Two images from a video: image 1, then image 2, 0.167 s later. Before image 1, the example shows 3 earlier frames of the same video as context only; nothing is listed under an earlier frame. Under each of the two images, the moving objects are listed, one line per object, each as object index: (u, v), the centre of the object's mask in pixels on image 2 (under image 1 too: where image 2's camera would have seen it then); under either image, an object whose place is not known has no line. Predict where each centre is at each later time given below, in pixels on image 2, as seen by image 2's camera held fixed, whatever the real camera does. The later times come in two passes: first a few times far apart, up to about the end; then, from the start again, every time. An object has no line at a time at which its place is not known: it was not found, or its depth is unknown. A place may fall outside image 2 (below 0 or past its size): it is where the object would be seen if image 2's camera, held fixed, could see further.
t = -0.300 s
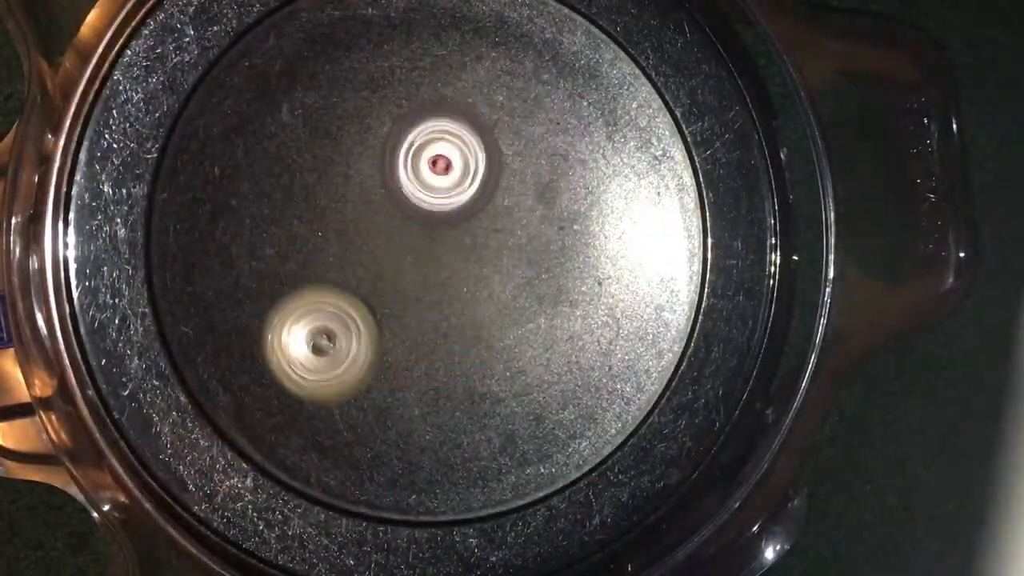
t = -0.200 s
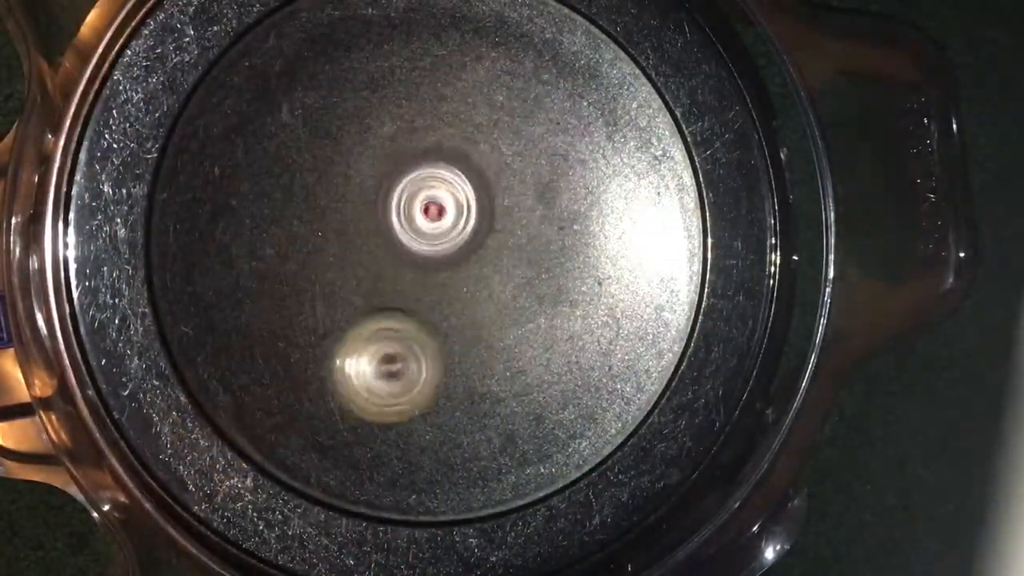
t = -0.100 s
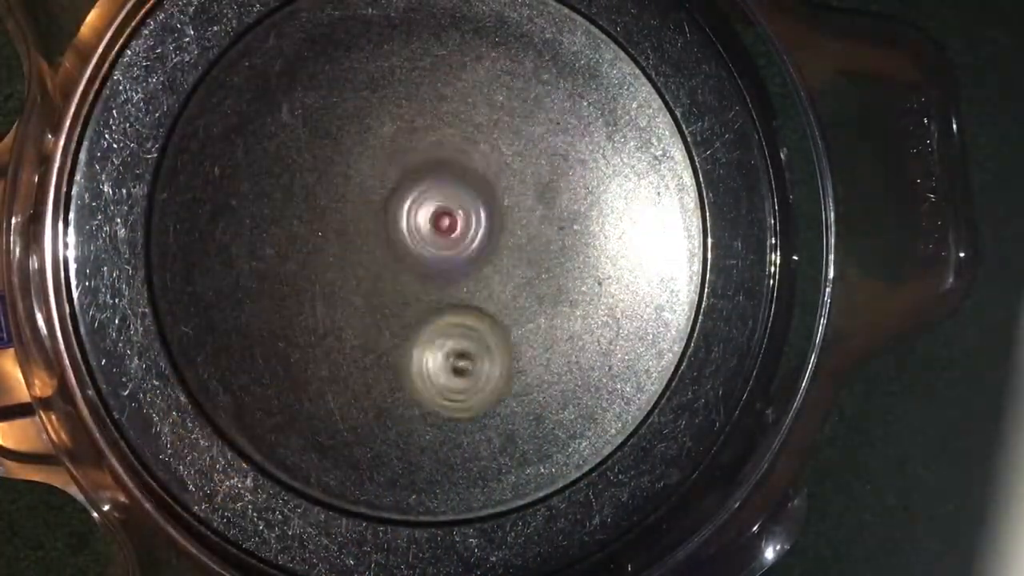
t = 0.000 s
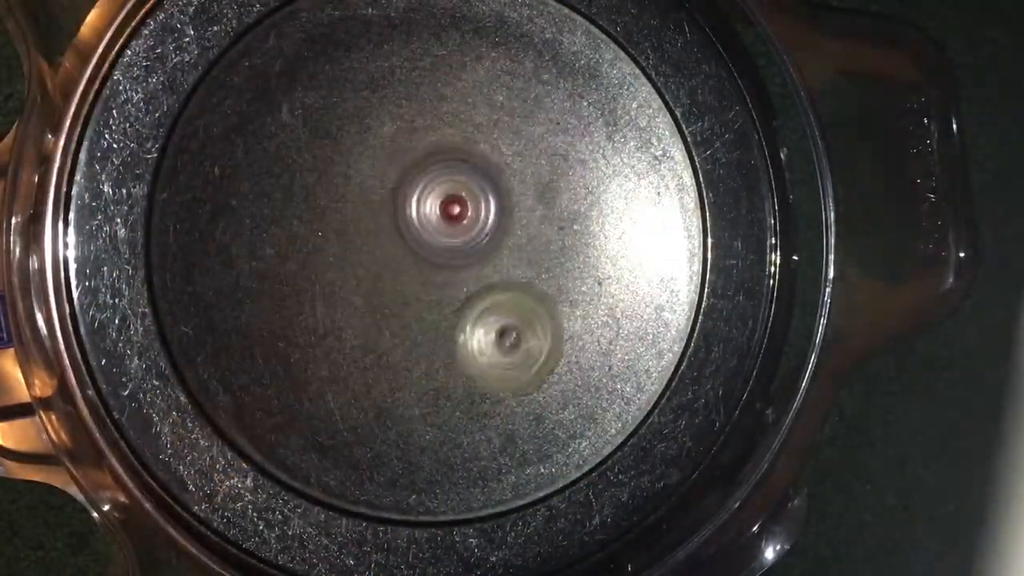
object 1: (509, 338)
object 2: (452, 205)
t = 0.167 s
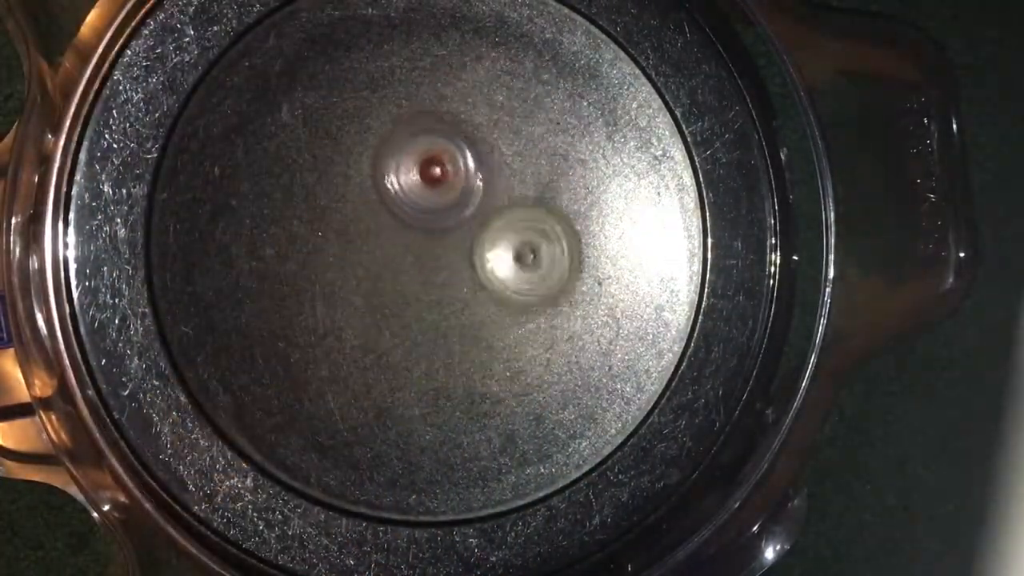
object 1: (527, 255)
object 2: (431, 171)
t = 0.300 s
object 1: (524, 225)
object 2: (357, 113)
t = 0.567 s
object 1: (421, 290)
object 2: (239, 115)
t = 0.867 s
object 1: (537, 337)
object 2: (273, 211)
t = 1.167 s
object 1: (447, 149)
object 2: (412, 277)
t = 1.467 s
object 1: (307, 271)
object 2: (532, 305)
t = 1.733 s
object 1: (464, 352)
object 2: (582, 280)
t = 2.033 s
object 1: (401, 283)
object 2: (605, 170)
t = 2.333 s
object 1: (371, 330)
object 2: (491, 160)
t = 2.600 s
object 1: (421, 328)
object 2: (428, 162)
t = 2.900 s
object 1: (433, 280)
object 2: (366, 162)
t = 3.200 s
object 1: (408, 288)
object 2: (323, 163)
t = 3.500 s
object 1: (437, 274)
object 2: (358, 177)
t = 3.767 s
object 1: (451, 252)
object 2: (386, 150)
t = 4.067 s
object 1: (444, 276)
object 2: (411, 134)
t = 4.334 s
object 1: (447, 294)
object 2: (446, 144)
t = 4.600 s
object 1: (445, 289)
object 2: (467, 169)
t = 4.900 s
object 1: (412, 295)
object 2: (481, 188)
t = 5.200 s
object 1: (390, 289)
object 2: (490, 221)
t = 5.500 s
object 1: (381, 256)
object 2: (503, 240)
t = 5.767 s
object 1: (375, 226)
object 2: (492, 255)
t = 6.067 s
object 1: (377, 219)
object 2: (481, 284)
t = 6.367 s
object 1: (408, 207)
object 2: (470, 314)
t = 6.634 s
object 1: (445, 200)
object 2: (446, 322)
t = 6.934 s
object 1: (464, 194)
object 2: (413, 306)
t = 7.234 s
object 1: (476, 206)
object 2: (374, 279)
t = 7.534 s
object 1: (485, 246)
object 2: (359, 254)
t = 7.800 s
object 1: (489, 269)
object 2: (370, 226)
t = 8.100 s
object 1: (457, 301)
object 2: (389, 195)
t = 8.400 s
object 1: (426, 322)
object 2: (429, 195)
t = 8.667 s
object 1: (411, 346)
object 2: (473, 193)
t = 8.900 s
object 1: (410, 299)
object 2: (499, 209)
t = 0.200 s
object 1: (522, 235)
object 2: (428, 165)
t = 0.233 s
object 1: (526, 232)
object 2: (402, 145)
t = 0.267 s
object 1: (527, 229)
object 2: (376, 123)
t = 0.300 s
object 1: (524, 225)
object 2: (357, 113)
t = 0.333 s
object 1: (514, 218)
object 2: (336, 105)
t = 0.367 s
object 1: (499, 215)
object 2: (320, 99)
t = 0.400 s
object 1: (481, 217)
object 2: (303, 95)
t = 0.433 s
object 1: (464, 225)
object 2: (286, 94)
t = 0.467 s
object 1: (448, 236)
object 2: (270, 97)
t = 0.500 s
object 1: (436, 253)
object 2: (257, 102)
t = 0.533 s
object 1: (425, 273)
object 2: (246, 108)
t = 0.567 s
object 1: (421, 290)
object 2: (239, 115)
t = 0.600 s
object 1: (420, 311)
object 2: (234, 122)
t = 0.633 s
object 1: (425, 331)
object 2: (230, 130)
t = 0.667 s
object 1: (434, 348)
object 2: (227, 140)
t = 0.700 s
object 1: (449, 361)
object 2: (228, 151)
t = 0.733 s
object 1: (466, 369)
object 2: (232, 164)
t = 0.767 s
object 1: (486, 371)
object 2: (239, 176)
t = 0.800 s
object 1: (506, 365)
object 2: (247, 189)
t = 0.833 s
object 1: (523, 354)
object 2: (259, 200)
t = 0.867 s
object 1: (537, 337)
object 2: (273, 211)
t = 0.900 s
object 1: (545, 313)
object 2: (289, 219)
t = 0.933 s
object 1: (545, 288)
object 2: (305, 228)
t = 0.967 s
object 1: (540, 263)
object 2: (323, 234)
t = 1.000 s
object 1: (530, 239)
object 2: (342, 242)
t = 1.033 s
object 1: (514, 214)
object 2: (360, 249)
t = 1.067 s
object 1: (491, 195)
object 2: (380, 253)
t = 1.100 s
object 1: (477, 176)
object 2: (391, 260)
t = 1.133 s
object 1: (462, 159)
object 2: (403, 271)
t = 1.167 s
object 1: (447, 149)
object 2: (412, 277)
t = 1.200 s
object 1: (424, 145)
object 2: (429, 286)
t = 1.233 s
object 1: (401, 147)
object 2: (442, 292)
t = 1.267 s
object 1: (380, 154)
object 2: (456, 298)
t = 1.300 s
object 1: (358, 167)
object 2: (470, 300)
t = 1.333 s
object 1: (339, 183)
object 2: (482, 304)
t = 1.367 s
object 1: (325, 201)
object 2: (495, 305)
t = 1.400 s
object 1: (313, 222)
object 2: (509, 305)
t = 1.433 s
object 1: (308, 245)
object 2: (521, 305)
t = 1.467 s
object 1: (307, 271)
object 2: (532, 305)
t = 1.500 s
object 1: (312, 296)
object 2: (542, 303)
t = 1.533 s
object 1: (323, 318)
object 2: (553, 302)
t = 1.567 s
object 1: (341, 338)
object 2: (560, 302)
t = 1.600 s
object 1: (364, 351)
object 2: (569, 299)
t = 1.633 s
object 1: (387, 359)
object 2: (575, 294)
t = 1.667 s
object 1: (414, 362)
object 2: (578, 291)
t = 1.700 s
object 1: (438, 359)
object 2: (581, 285)
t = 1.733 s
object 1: (464, 352)
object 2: (582, 280)
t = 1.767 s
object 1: (485, 342)
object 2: (582, 274)
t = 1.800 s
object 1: (482, 336)
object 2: (600, 257)
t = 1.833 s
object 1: (470, 332)
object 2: (617, 239)
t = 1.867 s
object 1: (460, 325)
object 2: (625, 223)
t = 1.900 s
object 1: (453, 314)
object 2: (626, 210)
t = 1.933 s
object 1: (442, 304)
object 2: (624, 198)
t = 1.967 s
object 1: (429, 296)
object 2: (619, 188)
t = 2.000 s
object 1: (415, 288)
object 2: (612, 177)
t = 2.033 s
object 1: (401, 283)
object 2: (605, 170)
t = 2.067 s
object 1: (386, 283)
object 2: (594, 162)
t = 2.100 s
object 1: (372, 285)
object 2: (585, 158)
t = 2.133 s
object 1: (361, 290)
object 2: (572, 153)
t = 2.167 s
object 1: (350, 298)
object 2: (561, 150)
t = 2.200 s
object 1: (346, 306)
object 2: (547, 151)
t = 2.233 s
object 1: (345, 317)
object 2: (534, 150)
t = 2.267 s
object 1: (350, 325)
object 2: (519, 153)
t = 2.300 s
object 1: (358, 329)
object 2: (506, 155)
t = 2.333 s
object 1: (371, 330)
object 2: (491, 160)
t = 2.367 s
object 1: (385, 327)
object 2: (477, 163)
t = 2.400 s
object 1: (398, 319)
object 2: (463, 167)
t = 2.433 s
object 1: (411, 307)
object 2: (446, 175)
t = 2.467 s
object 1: (417, 302)
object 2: (439, 173)
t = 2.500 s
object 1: (416, 312)
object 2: (435, 161)
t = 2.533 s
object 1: (416, 320)
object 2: (432, 157)
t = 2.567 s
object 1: (419, 325)
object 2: (432, 157)
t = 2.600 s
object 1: (421, 328)
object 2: (428, 162)
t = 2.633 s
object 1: (425, 330)
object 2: (424, 170)
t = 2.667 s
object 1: (430, 329)
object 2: (417, 173)
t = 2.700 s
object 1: (436, 325)
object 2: (411, 177)
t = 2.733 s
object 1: (439, 319)
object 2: (405, 177)
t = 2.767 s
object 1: (442, 310)
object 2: (398, 177)
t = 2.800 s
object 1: (442, 299)
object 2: (391, 178)
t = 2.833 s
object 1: (439, 285)
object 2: (384, 179)
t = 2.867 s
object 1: (435, 280)
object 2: (376, 171)
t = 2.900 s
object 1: (433, 280)
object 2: (366, 162)
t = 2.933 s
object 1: (429, 280)
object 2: (357, 158)
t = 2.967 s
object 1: (423, 280)
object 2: (349, 156)
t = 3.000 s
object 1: (418, 280)
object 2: (342, 154)
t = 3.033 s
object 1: (414, 281)
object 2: (335, 153)
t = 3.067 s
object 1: (411, 283)
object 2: (330, 153)
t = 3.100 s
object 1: (409, 284)
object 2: (325, 155)
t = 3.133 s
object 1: (408, 286)
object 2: (324, 156)
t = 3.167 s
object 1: (407, 287)
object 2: (323, 159)
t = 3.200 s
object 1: (408, 288)
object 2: (323, 163)
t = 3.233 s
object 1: (410, 288)
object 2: (325, 167)
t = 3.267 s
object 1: (413, 286)
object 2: (328, 171)
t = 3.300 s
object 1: (415, 284)
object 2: (331, 176)
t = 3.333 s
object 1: (417, 280)
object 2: (338, 181)
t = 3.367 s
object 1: (420, 277)
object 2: (344, 183)
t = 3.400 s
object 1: (424, 278)
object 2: (348, 181)
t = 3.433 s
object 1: (429, 278)
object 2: (350, 179)
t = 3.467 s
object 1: (434, 277)
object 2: (353, 178)
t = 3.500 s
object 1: (437, 274)
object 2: (358, 177)
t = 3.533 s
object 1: (441, 269)
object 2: (363, 177)
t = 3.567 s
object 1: (445, 268)
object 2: (369, 173)
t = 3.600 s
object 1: (448, 266)
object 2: (372, 169)
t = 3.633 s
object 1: (450, 262)
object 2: (375, 165)
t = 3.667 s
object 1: (451, 258)
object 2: (378, 161)
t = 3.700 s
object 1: (452, 256)
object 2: (382, 157)
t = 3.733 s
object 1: (452, 253)
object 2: (383, 153)
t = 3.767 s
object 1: (451, 252)
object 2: (386, 150)
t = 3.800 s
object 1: (448, 250)
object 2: (389, 147)
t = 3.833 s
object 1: (446, 252)
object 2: (391, 142)
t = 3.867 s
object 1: (443, 255)
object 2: (393, 137)
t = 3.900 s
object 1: (441, 260)
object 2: (398, 134)
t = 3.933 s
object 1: (440, 263)
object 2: (400, 131)
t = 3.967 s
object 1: (439, 268)
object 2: (402, 130)
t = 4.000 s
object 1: (440, 272)
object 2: (404, 130)
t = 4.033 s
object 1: (442, 274)
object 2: (407, 131)
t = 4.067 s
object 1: (444, 276)
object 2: (411, 134)
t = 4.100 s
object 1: (446, 276)
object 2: (416, 137)
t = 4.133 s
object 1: (448, 276)
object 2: (418, 140)
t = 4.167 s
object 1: (449, 274)
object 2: (425, 145)
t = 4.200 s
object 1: (450, 273)
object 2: (428, 150)
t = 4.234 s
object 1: (449, 275)
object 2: (433, 150)
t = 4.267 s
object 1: (448, 284)
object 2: (439, 146)
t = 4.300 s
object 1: (446, 290)
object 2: (443, 144)
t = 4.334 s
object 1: (447, 294)
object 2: (446, 144)
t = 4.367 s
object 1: (447, 297)
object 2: (448, 144)
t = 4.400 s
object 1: (449, 299)
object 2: (451, 145)
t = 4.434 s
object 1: (451, 300)
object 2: (454, 148)
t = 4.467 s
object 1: (452, 299)
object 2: (456, 151)
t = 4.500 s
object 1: (453, 297)
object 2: (458, 156)
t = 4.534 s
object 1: (452, 293)
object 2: (461, 161)
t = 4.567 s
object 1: (451, 289)
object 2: (464, 166)
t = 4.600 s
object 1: (445, 289)
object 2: (467, 169)
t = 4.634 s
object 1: (438, 292)
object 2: (469, 169)
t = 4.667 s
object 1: (432, 293)
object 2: (473, 169)
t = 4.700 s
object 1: (427, 296)
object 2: (475, 171)
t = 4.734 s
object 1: (423, 298)
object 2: (477, 172)
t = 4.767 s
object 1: (420, 298)
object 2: (479, 174)
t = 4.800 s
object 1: (417, 299)
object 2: (480, 177)
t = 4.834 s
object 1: (415, 298)
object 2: (481, 180)
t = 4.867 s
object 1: (413, 297)
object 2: (481, 184)
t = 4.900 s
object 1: (412, 295)
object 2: (481, 188)
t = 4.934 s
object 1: (410, 293)
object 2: (482, 194)
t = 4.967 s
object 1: (407, 293)
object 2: (484, 200)
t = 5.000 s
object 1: (401, 294)
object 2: (486, 202)
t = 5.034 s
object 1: (398, 293)
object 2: (487, 205)
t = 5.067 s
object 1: (396, 292)
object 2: (488, 207)
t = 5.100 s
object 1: (394, 291)
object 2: (489, 210)
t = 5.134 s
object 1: (394, 292)
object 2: (488, 213)
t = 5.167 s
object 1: (392, 291)
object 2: (489, 219)
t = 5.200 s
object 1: (390, 289)
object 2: (490, 221)
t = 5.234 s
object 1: (387, 288)
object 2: (493, 223)
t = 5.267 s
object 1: (385, 286)
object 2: (495, 225)
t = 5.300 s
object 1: (386, 282)
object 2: (496, 227)
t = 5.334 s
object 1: (386, 279)
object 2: (496, 230)
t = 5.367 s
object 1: (386, 274)
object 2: (498, 232)
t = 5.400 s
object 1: (384, 270)
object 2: (500, 234)
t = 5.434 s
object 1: (382, 266)
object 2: (502, 235)
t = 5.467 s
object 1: (381, 261)
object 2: (503, 238)
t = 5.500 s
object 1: (381, 256)
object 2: (503, 240)
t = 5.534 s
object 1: (381, 250)
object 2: (502, 240)
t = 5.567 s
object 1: (381, 246)
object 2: (501, 241)
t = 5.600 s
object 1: (379, 241)
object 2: (501, 244)
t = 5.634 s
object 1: (377, 236)
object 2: (501, 247)
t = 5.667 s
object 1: (375, 233)
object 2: (499, 250)
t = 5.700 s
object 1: (374, 230)
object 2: (496, 252)
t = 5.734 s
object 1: (373, 227)
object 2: (495, 254)
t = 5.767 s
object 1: (375, 226)
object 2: (492, 255)
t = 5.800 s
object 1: (374, 225)
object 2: (491, 260)
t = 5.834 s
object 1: (372, 223)
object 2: (489, 261)
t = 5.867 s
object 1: (373, 222)
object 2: (488, 264)
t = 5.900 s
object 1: (373, 222)
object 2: (486, 266)
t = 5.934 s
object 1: (372, 220)
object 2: (485, 270)
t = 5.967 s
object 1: (373, 220)
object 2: (484, 273)
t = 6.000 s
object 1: (373, 220)
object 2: (482, 276)
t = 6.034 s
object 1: (375, 219)
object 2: (481, 279)
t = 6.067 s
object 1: (377, 219)
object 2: (481, 284)
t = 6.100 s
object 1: (378, 218)
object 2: (480, 288)
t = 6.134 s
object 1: (380, 215)
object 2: (480, 291)
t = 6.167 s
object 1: (385, 214)
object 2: (480, 294)
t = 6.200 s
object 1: (388, 214)
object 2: (480, 298)
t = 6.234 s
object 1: (392, 213)
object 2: (479, 300)
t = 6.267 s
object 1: (397, 214)
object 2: (476, 304)
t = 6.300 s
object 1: (400, 212)
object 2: (474, 307)
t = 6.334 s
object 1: (405, 209)
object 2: (472, 312)
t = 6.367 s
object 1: (408, 207)
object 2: (470, 314)
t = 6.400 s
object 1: (413, 205)
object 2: (467, 317)
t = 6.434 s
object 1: (418, 203)
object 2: (466, 319)
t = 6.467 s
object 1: (421, 202)
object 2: (463, 319)
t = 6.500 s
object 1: (425, 201)
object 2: (460, 322)
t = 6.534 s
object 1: (430, 201)
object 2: (458, 320)
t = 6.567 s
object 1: (435, 201)
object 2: (456, 320)
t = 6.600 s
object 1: (439, 201)
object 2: (452, 322)
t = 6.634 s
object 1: (445, 200)
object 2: (446, 322)
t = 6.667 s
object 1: (451, 198)
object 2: (443, 322)
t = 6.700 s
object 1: (457, 195)
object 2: (438, 322)
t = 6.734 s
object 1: (461, 193)
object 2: (435, 322)
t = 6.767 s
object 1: (464, 192)
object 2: (431, 320)
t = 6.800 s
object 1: (465, 190)
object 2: (427, 320)
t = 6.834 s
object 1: (466, 189)
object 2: (423, 318)
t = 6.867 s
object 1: (467, 189)
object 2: (419, 314)
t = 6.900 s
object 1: (465, 192)
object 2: (415, 311)
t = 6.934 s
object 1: (464, 194)
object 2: (413, 306)
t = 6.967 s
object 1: (465, 196)
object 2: (405, 304)
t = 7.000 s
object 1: (467, 194)
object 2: (401, 302)
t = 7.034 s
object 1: (468, 194)
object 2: (398, 298)
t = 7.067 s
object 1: (468, 194)
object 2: (393, 295)
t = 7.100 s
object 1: (467, 196)
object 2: (391, 291)
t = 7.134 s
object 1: (467, 198)
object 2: (386, 288)
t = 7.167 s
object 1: (469, 200)
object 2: (381, 284)
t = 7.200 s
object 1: (472, 203)
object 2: (377, 282)
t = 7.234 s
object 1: (476, 206)
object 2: (374, 279)
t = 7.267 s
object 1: (479, 209)
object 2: (368, 279)
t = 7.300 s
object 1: (480, 213)
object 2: (364, 277)
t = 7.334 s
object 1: (481, 216)
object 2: (363, 274)
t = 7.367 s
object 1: (482, 219)
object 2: (361, 270)
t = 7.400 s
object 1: (482, 224)
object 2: (361, 267)
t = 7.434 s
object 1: (482, 229)
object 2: (361, 264)
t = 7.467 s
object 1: (481, 234)
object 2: (360, 262)
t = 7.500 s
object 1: (483, 240)
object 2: (361, 257)
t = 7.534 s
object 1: (485, 246)
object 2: (359, 254)
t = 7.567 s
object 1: (488, 252)
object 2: (361, 250)
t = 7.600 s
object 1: (491, 256)
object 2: (360, 248)
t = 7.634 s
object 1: (492, 259)
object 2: (363, 245)
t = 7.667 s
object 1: (493, 260)
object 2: (364, 242)
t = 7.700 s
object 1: (493, 261)
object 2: (367, 239)
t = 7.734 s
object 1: (490, 263)
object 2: (371, 236)
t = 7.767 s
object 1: (488, 266)
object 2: (371, 230)
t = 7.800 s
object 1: (489, 269)
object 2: (370, 226)
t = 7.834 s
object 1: (489, 273)
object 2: (371, 223)
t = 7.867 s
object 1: (487, 276)
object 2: (373, 219)
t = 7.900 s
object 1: (485, 279)
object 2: (377, 215)
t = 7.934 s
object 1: (481, 281)
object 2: (380, 214)
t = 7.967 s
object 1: (478, 286)
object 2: (380, 208)
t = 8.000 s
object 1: (473, 289)
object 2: (382, 205)
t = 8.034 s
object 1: (468, 295)
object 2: (385, 200)
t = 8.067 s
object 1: (462, 298)
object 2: (387, 198)
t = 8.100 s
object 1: (457, 301)
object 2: (389, 195)
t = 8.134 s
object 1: (454, 305)
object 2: (391, 193)
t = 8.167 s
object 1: (449, 309)
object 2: (395, 193)
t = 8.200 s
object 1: (445, 312)
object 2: (400, 192)
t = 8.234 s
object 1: (441, 313)
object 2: (404, 192)
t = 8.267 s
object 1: (439, 315)
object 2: (410, 194)
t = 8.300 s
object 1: (436, 316)
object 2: (416, 195)
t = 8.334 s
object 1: (432, 319)
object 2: (420, 194)
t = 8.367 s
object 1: (428, 321)
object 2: (425, 194)
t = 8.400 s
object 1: (426, 322)
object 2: (429, 195)
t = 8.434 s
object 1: (423, 322)
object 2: (433, 195)
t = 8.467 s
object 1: (422, 320)
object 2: (439, 198)
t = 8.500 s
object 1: (418, 324)
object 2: (446, 196)
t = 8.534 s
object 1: (413, 330)
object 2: (455, 191)
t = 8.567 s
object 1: (409, 337)
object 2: (461, 192)
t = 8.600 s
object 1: (409, 342)
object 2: (465, 191)
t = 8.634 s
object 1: (410, 345)
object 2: (468, 191)
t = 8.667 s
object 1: (411, 346)
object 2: (473, 193)
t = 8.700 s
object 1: (413, 345)
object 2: (478, 195)
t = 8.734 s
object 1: (415, 342)
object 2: (480, 196)
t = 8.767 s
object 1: (417, 336)
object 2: (482, 199)
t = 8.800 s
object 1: (418, 327)
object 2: (485, 201)
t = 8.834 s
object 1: (418, 318)
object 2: (488, 205)
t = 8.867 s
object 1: (417, 308)
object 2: (490, 206)
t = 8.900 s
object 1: (410, 299)
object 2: (499, 209)
